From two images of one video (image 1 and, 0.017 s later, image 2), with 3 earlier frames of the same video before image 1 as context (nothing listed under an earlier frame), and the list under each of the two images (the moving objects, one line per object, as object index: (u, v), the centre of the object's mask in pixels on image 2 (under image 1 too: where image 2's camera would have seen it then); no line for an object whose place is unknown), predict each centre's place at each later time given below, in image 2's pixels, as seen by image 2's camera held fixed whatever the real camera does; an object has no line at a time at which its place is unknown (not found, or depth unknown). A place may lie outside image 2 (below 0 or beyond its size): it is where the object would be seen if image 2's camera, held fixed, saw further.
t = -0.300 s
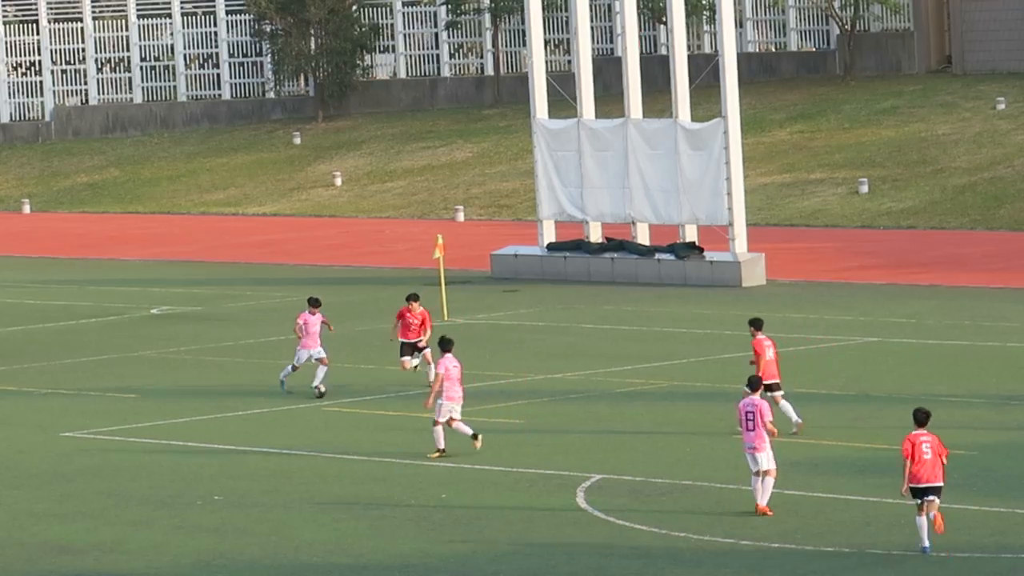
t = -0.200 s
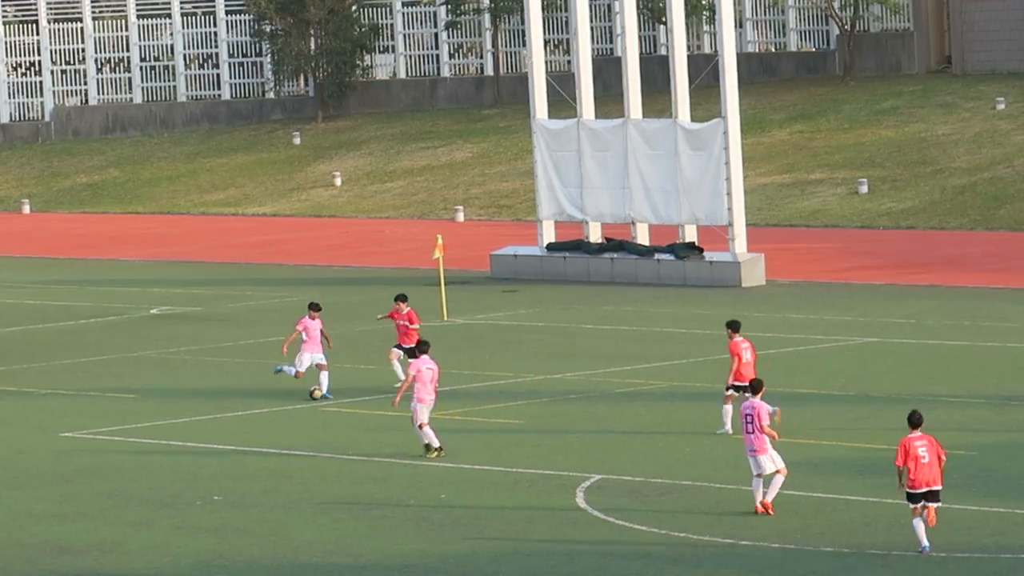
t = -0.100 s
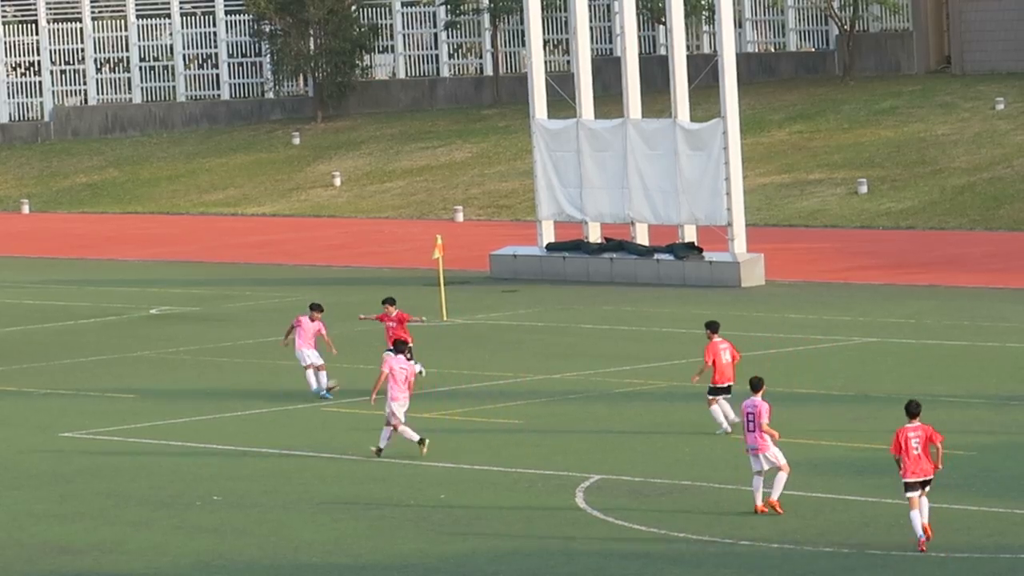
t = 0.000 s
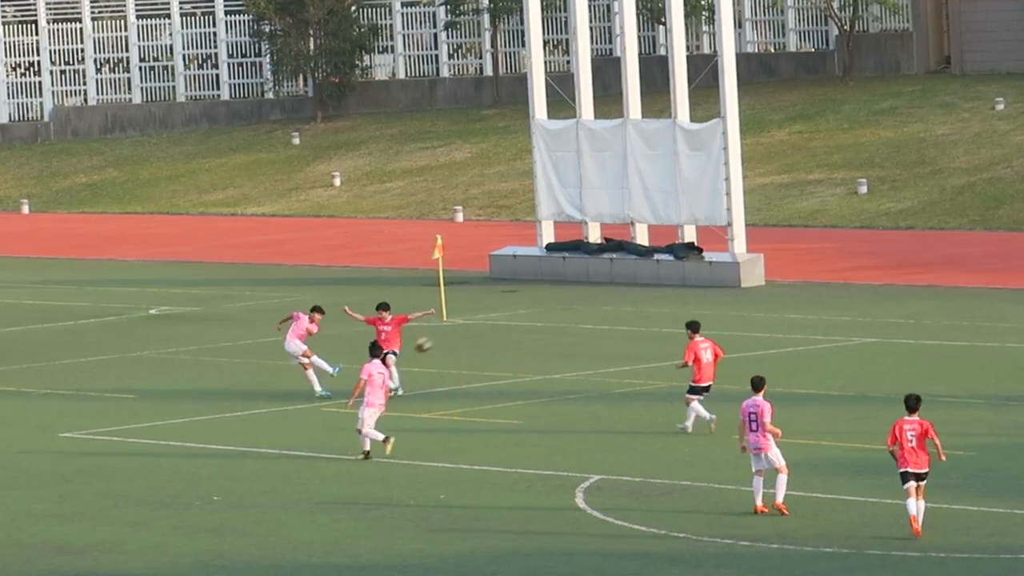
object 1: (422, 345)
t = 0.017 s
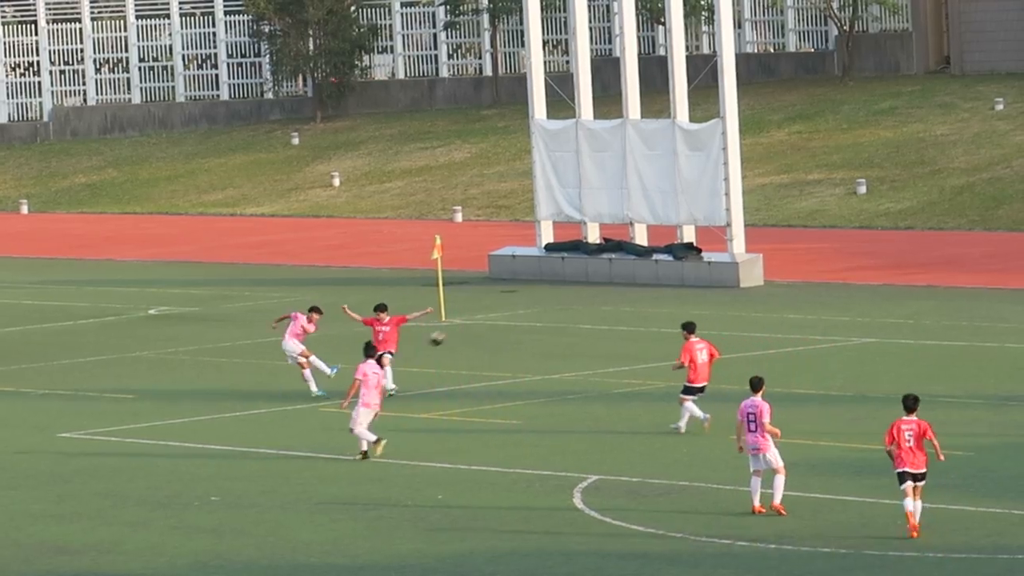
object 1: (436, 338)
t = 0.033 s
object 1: (451, 332)
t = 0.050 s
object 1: (465, 326)
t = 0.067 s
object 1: (481, 320)
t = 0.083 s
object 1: (497, 313)
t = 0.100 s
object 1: (511, 307)
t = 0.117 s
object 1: (526, 301)
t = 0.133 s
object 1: (540, 296)
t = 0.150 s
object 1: (555, 290)
